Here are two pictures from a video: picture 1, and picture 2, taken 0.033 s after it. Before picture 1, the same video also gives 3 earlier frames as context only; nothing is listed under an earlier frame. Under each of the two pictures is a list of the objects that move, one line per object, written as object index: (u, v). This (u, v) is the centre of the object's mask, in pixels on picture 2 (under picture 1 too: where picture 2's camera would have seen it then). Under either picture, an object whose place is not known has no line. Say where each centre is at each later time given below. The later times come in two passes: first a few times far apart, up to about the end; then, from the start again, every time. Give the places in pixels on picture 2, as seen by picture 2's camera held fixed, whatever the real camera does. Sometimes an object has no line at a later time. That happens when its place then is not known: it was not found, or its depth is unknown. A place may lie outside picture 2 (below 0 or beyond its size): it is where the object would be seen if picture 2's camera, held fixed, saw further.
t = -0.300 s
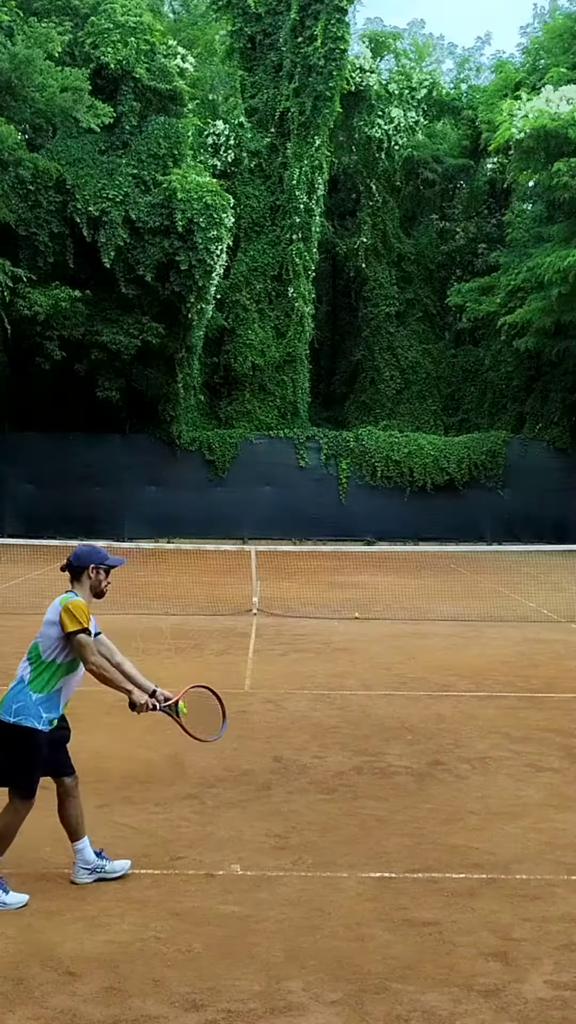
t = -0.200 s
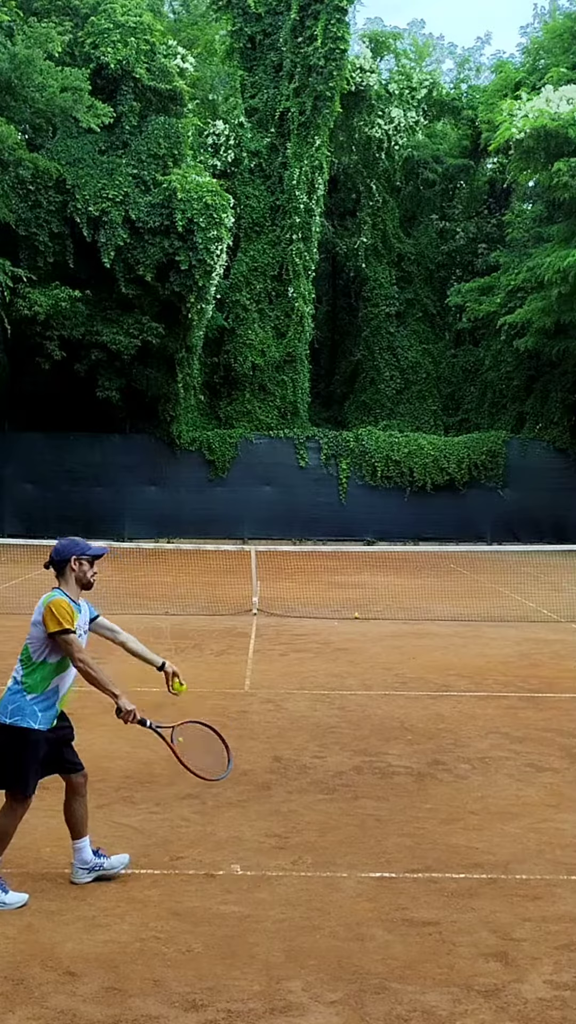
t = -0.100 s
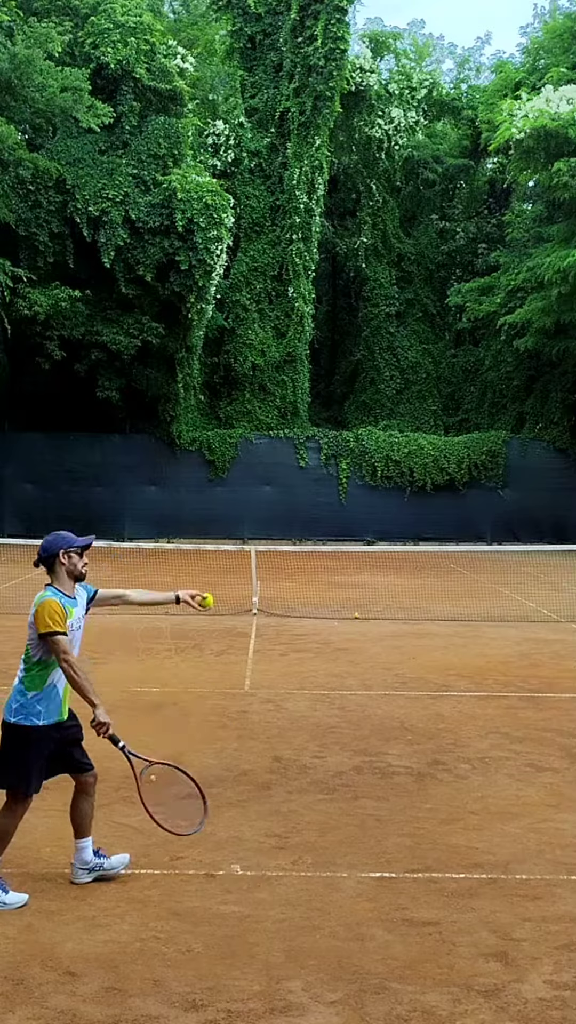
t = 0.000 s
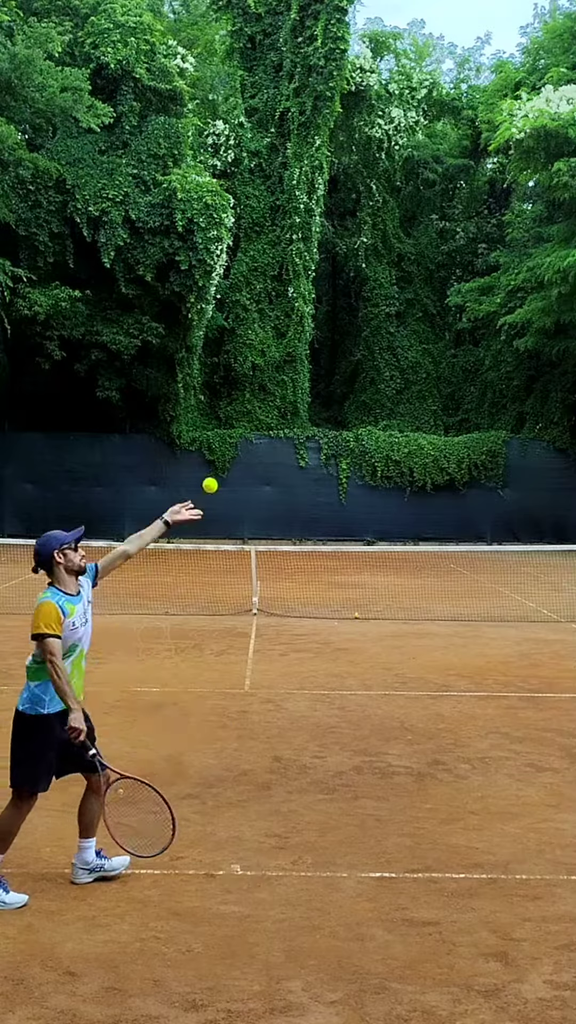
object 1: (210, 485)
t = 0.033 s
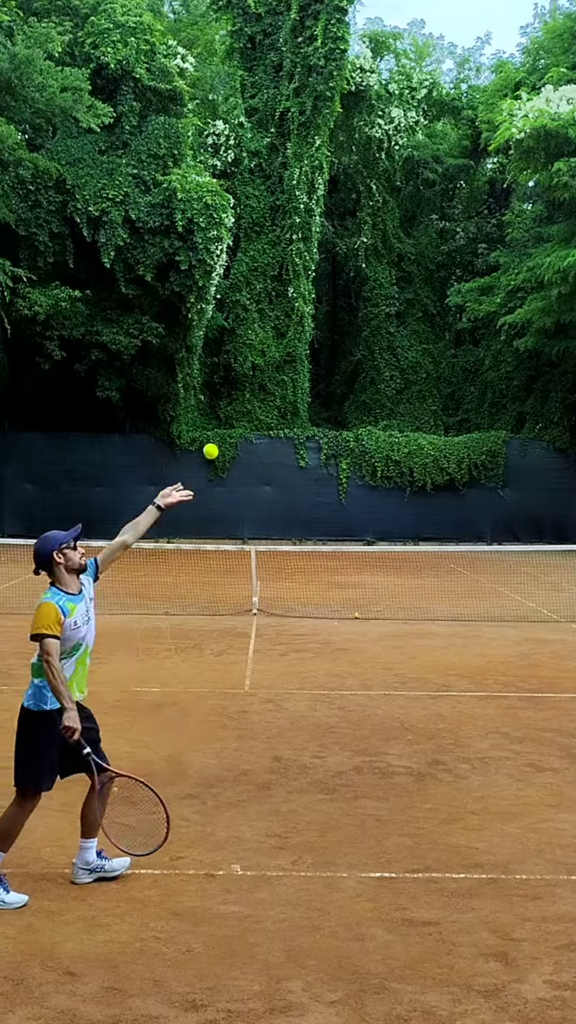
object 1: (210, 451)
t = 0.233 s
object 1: (213, 296)
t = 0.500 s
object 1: (216, 221)
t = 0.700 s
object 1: (217, 260)
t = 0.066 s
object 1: (211, 419)
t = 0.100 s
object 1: (212, 390)
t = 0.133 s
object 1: (212, 363)
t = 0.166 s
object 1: (213, 338)
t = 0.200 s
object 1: (213, 316)
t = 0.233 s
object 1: (213, 296)
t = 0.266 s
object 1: (214, 278)
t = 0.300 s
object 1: (214, 264)
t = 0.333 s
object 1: (215, 250)
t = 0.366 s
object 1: (215, 239)
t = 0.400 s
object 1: (215, 231)
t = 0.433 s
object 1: (215, 225)
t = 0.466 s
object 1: (216, 222)
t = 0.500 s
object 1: (216, 221)
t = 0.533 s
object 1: (216, 221)
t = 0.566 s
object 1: (216, 225)
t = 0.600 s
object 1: (216, 230)
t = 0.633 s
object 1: (216, 238)
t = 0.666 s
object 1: (216, 248)
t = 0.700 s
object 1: (217, 260)
